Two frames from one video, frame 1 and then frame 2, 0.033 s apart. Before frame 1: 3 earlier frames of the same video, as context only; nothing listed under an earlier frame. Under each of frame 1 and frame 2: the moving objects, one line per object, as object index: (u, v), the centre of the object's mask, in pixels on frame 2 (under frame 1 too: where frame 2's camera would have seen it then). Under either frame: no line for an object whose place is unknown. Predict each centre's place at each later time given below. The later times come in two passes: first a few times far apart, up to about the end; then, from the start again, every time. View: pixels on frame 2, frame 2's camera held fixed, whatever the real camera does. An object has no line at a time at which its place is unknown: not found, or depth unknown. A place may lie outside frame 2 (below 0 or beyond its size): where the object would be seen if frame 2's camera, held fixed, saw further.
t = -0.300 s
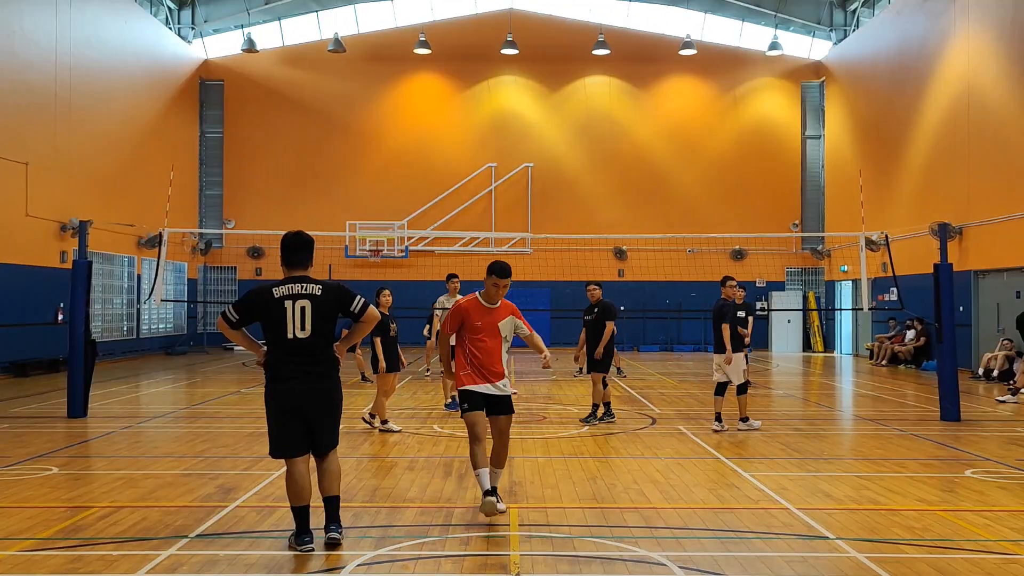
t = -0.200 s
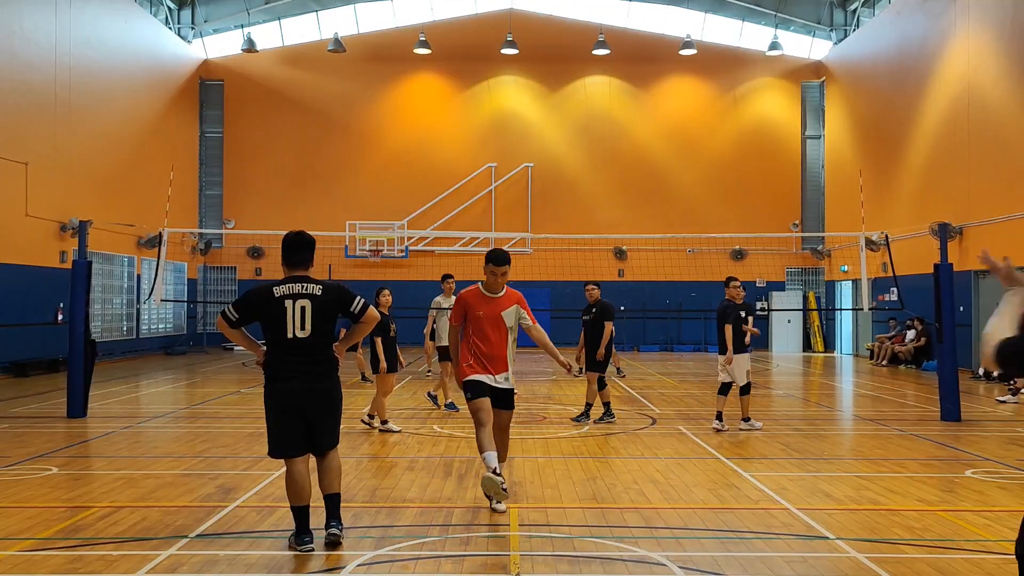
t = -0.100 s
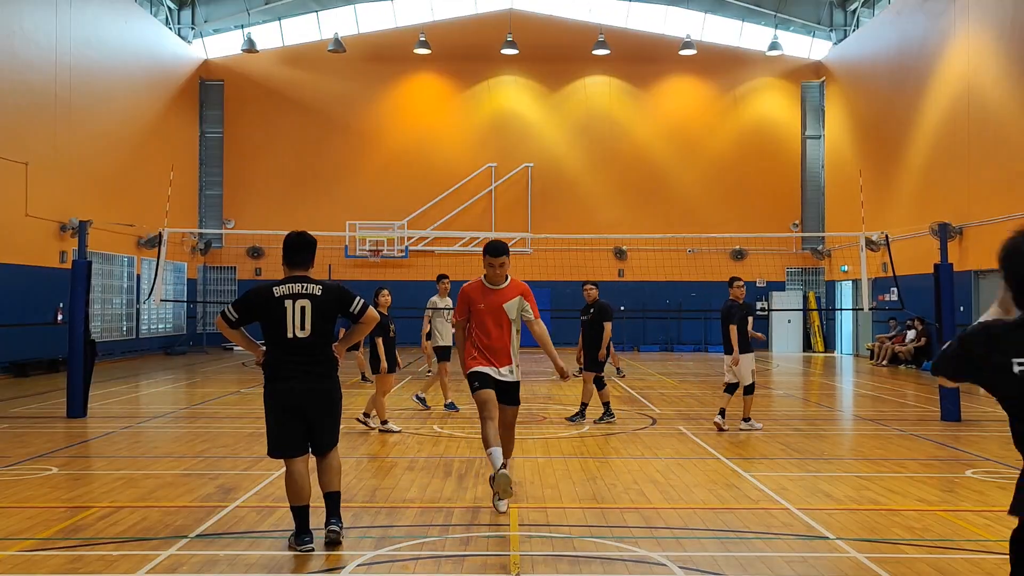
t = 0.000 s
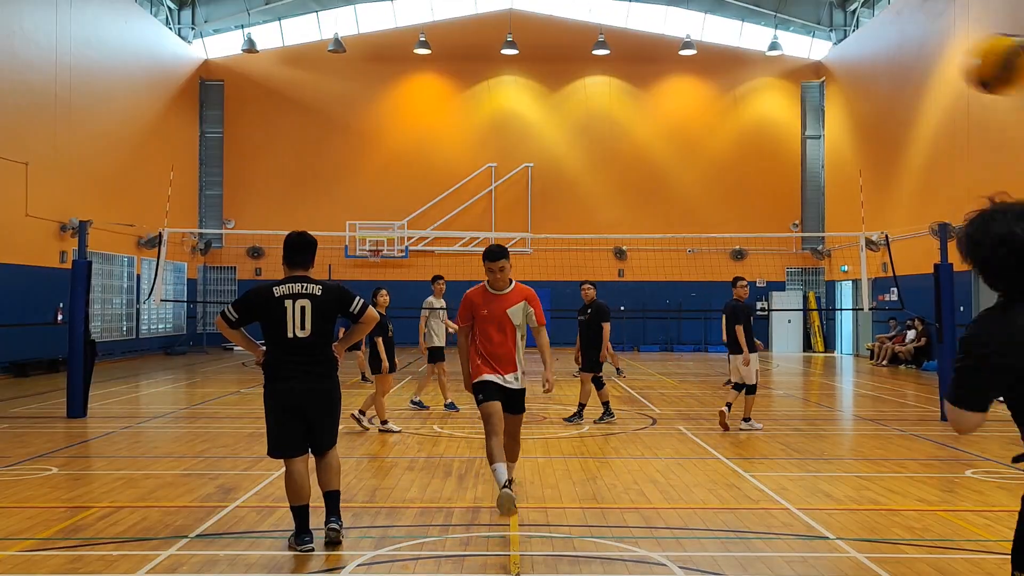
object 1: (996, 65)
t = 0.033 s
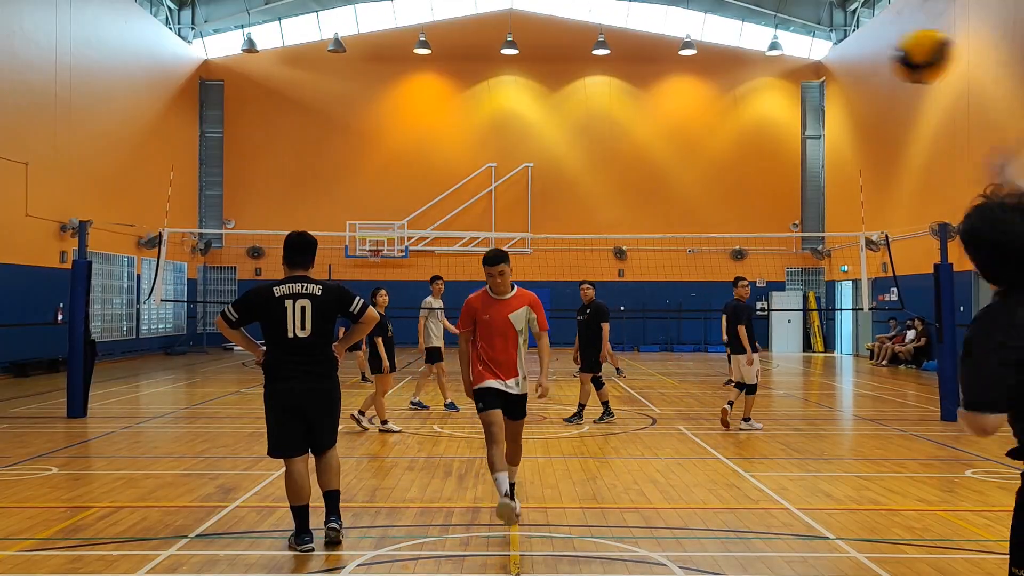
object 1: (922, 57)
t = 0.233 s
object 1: (685, 63)
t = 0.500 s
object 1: (573, 124)
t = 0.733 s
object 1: (529, 193)
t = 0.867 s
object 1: (513, 238)
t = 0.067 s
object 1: (862, 53)
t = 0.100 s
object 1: (813, 53)
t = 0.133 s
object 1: (772, 53)
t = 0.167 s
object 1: (735, 55)
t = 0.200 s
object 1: (709, 59)
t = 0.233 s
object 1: (685, 63)
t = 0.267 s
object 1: (664, 69)
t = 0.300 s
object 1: (646, 75)
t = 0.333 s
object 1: (630, 82)
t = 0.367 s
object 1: (617, 89)
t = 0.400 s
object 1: (603, 98)
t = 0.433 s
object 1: (592, 106)
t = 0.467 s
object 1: (582, 115)
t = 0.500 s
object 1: (573, 124)
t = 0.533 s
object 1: (565, 133)
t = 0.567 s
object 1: (558, 143)
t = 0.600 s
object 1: (551, 154)
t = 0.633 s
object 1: (544, 163)
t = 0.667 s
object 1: (539, 172)
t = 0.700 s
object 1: (534, 183)
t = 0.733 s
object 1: (529, 193)
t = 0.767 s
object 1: (524, 204)
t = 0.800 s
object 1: (520, 214)
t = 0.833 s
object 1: (517, 225)
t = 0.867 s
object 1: (513, 238)
